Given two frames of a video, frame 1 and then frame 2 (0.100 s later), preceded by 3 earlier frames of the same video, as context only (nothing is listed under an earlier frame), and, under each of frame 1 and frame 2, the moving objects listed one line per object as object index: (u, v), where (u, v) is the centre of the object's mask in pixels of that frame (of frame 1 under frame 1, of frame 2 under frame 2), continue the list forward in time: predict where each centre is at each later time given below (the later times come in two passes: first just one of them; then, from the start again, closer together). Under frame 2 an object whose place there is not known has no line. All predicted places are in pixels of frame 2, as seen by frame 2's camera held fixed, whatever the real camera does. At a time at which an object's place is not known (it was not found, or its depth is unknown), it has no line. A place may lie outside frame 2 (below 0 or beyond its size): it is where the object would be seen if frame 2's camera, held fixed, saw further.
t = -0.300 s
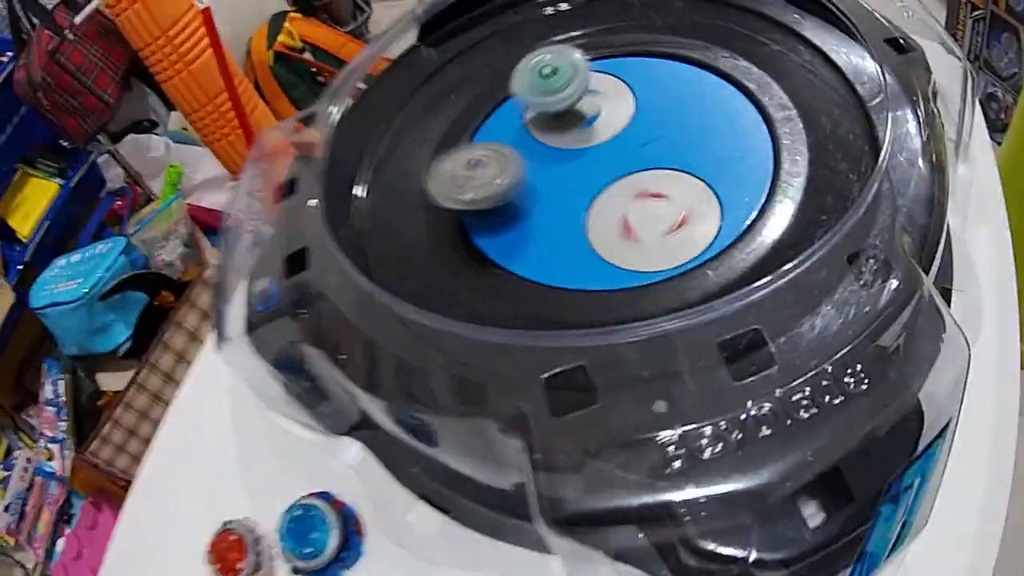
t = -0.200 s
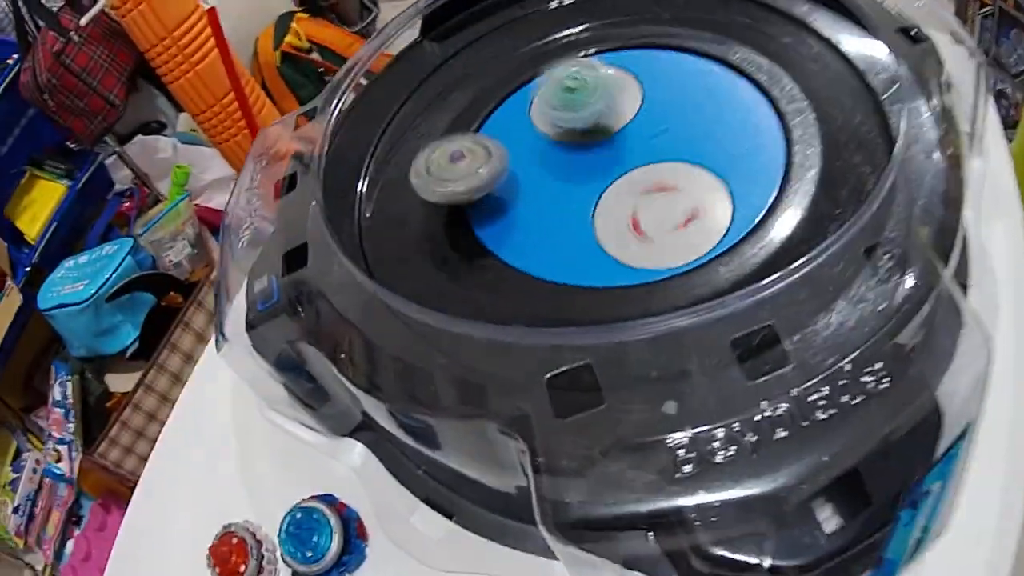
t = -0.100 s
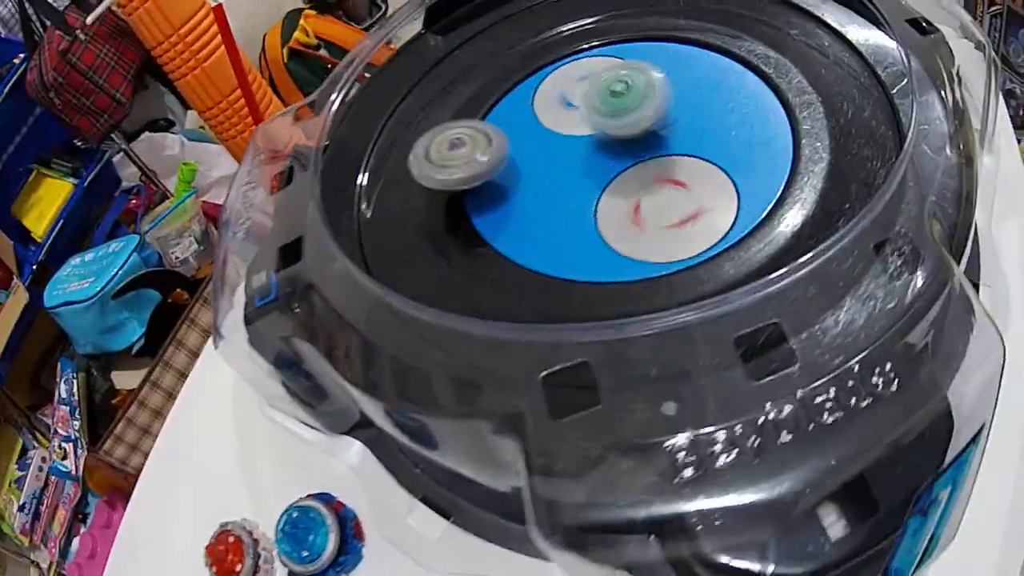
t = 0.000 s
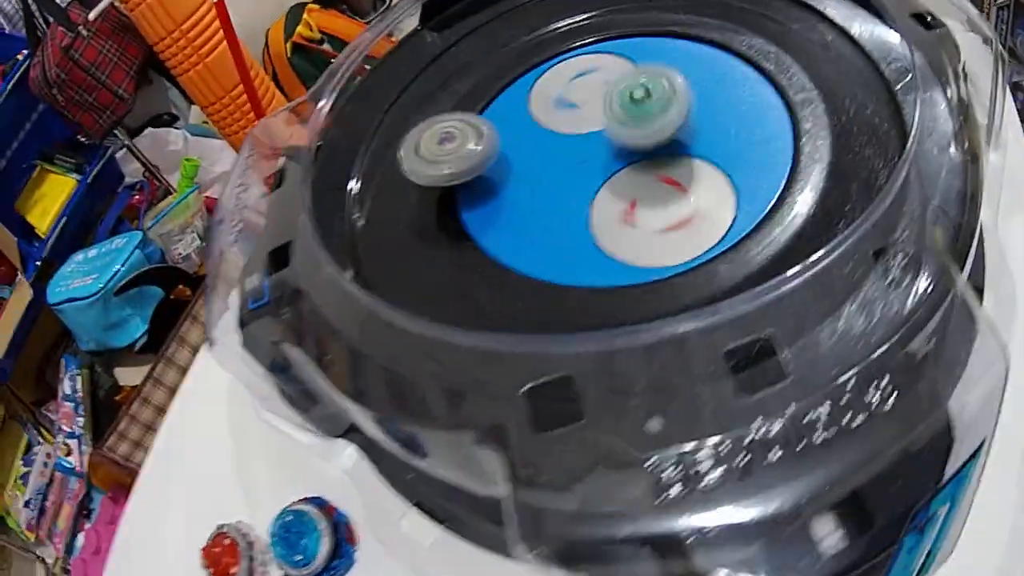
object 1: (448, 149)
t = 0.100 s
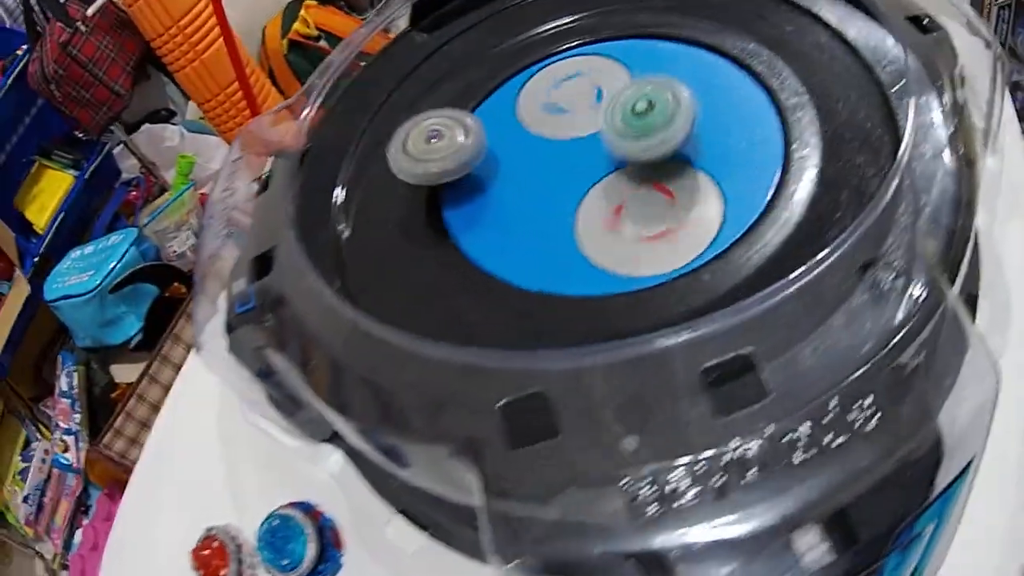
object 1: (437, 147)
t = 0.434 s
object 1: (480, 111)
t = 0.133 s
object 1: (438, 145)
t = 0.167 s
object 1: (440, 141)
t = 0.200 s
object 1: (442, 138)
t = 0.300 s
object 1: (455, 127)
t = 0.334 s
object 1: (461, 123)
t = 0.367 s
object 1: (466, 120)
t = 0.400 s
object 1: (473, 115)
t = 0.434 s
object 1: (480, 111)
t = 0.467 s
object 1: (488, 107)
